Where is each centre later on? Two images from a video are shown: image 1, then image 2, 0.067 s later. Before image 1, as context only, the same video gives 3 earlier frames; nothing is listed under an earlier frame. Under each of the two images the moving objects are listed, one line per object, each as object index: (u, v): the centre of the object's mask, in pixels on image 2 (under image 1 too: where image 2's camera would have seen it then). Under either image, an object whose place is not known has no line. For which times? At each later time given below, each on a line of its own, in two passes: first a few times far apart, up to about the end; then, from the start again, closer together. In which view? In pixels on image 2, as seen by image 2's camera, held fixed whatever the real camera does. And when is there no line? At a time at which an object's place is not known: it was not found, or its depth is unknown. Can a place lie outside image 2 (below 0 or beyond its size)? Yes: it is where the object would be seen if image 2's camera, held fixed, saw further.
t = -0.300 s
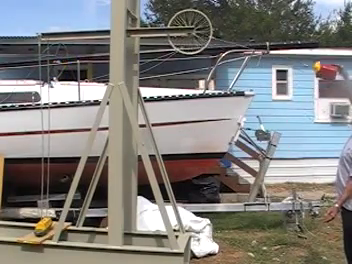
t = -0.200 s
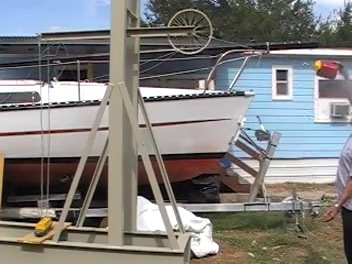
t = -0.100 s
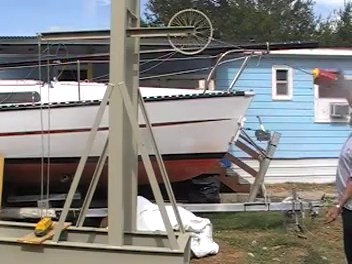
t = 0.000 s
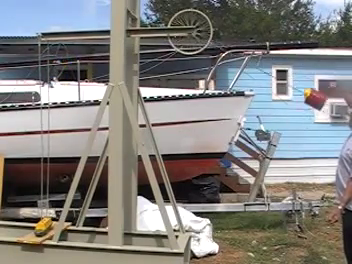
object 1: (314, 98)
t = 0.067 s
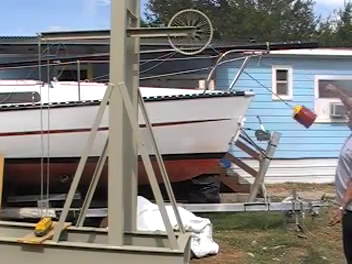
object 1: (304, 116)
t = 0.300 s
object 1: (225, 169)
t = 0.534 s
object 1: (128, 151)
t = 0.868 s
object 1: (61, 80)
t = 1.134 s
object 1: (59, 73)
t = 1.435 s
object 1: (97, 135)
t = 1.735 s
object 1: (216, 170)
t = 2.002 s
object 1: (304, 114)
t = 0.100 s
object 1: (296, 124)
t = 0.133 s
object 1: (288, 134)
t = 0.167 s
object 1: (278, 142)
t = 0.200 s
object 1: (266, 149)
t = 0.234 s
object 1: (254, 157)
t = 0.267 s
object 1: (240, 163)
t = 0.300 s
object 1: (225, 169)
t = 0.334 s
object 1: (210, 171)
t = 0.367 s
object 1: (194, 173)
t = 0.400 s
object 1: (179, 172)
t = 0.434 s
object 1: (164, 170)
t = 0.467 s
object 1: (153, 160)
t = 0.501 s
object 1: (135, 164)
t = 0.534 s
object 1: (128, 151)
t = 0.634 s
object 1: (90, 130)
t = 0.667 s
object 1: (84, 122)
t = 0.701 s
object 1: (78, 114)
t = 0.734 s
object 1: (74, 105)
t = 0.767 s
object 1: (69, 98)
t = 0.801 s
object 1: (66, 91)
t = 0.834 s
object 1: (64, 85)
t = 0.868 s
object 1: (61, 80)
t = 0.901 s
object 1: (59, 75)
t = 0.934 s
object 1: (59, 72)
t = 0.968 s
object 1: (58, 70)
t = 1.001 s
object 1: (58, 69)
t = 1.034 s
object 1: (58, 69)
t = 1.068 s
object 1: (58, 69)
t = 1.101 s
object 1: (58, 71)
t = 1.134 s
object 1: (59, 73)
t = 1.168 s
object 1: (59, 77)
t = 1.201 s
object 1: (61, 82)
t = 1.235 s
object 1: (64, 87)
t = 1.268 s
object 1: (67, 94)
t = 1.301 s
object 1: (70, 102)
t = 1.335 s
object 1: (75, 109)
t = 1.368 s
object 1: (80, 118)
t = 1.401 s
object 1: (85, 126)
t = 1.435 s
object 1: (97, 135)
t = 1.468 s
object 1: (102, 144)
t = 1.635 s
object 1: (171, 170)
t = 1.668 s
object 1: (185, 172)
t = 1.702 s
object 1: (202, 173)
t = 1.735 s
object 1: (216, 170)
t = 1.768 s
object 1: (232, 166)
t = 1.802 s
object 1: (247, 162)
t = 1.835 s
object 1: (259, 156)
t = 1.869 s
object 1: (271, 148)
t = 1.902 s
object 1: (281, 140)
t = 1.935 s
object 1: (290, 131)
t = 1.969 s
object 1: (298, 123)
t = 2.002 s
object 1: (304, 114)
